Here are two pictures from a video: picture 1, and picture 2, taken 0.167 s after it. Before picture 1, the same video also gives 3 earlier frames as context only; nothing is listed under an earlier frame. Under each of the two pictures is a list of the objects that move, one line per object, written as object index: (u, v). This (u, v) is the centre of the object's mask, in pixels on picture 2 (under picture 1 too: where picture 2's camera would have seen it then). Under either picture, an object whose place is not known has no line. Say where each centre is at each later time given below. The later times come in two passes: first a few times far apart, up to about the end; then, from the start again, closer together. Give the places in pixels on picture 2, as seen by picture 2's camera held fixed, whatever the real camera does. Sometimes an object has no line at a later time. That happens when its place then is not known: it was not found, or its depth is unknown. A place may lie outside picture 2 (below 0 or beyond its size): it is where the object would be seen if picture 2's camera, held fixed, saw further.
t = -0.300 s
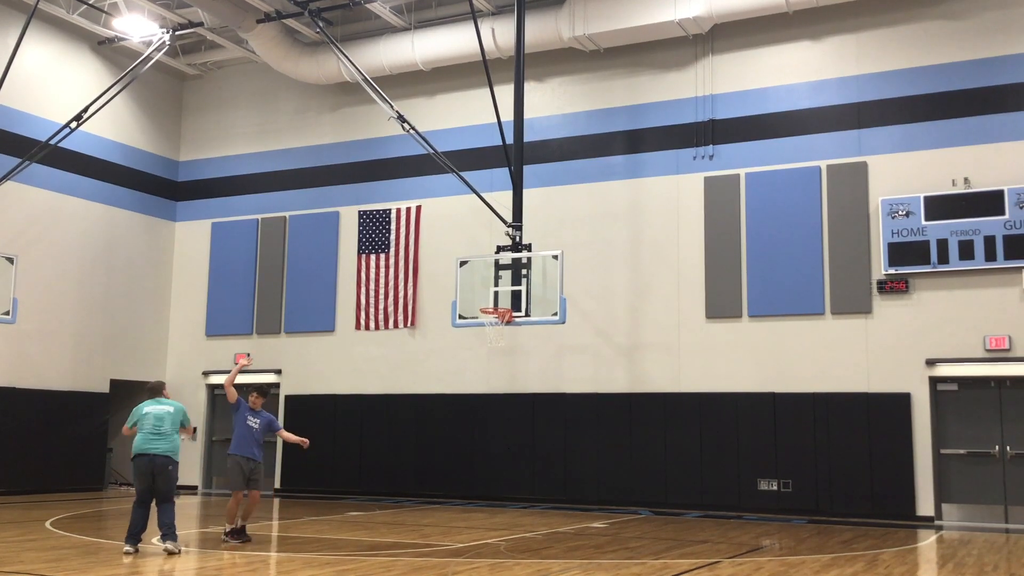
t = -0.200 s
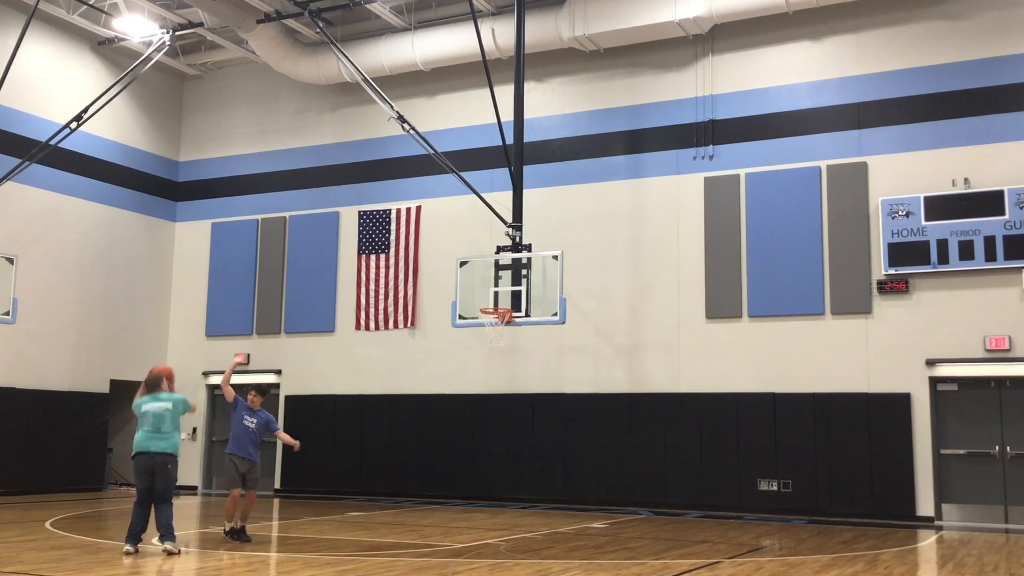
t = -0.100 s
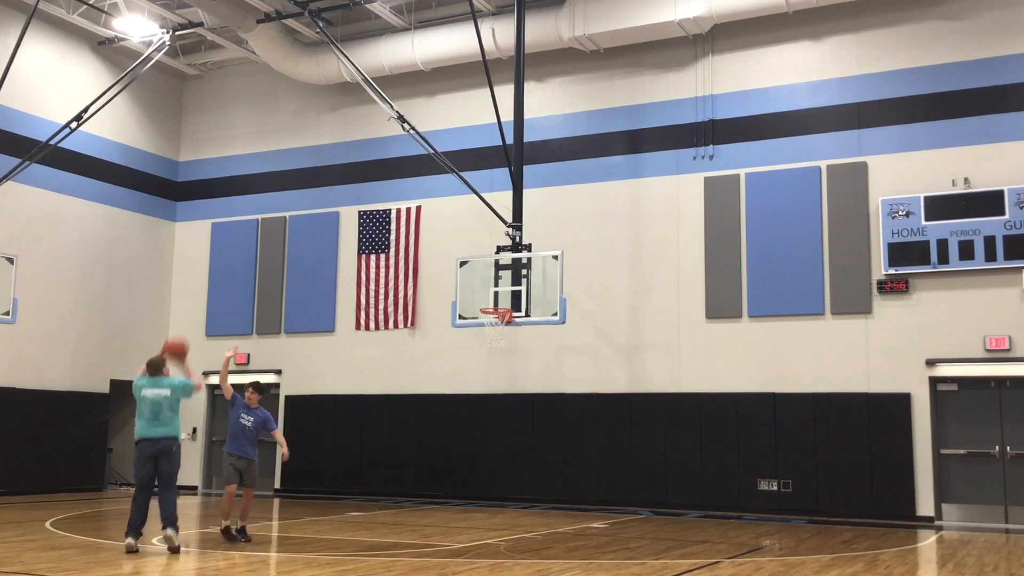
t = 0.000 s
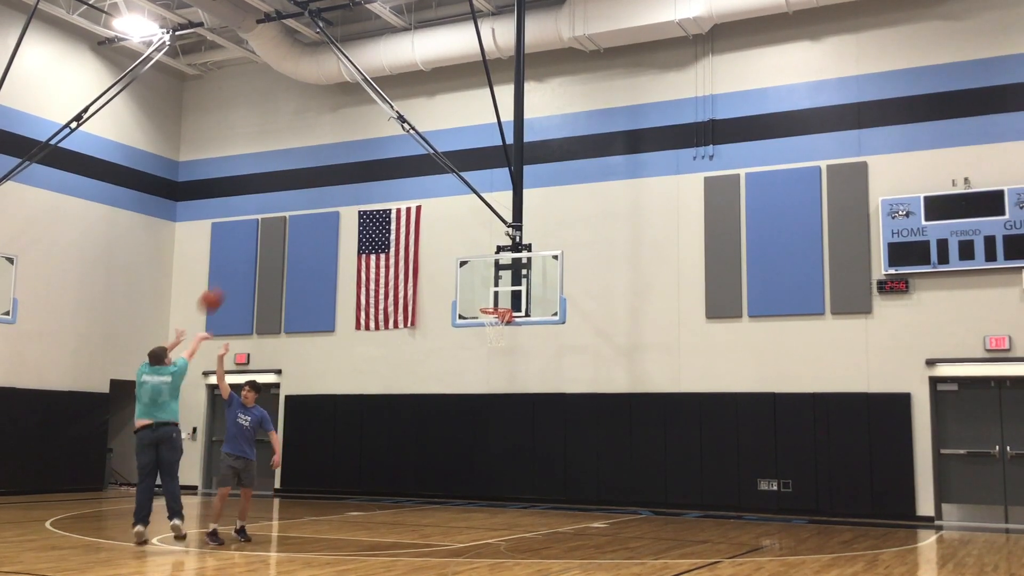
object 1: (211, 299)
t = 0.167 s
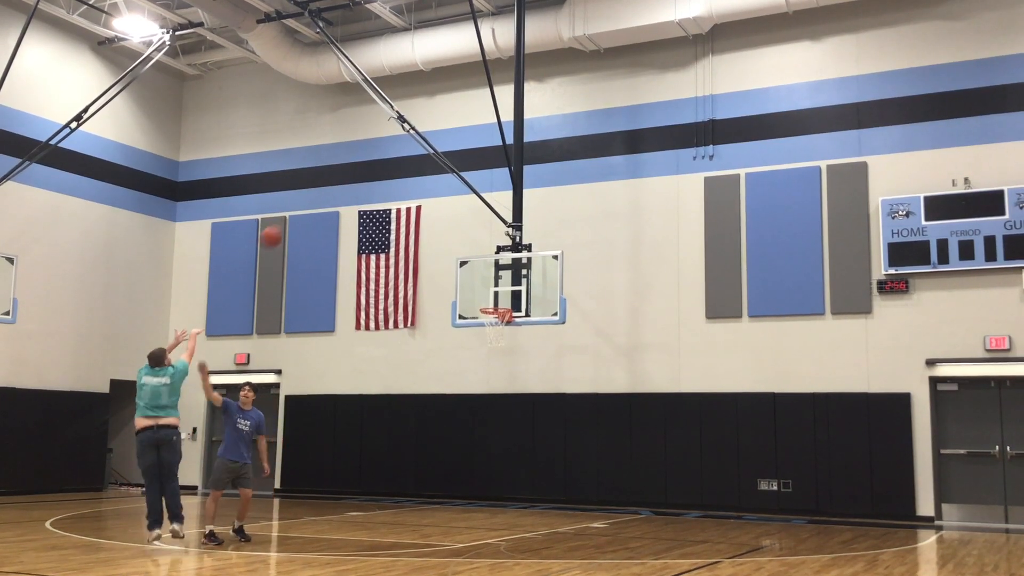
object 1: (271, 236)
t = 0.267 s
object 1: (303, 213)
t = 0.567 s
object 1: (383, 192)
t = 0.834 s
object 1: (441, 226)
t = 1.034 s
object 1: (479, 277)
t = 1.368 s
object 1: (500, 389)
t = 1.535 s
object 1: (500, 466)
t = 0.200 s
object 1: (283, 227)
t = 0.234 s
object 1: (293, 220)
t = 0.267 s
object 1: (303, 213)
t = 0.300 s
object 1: (313, 207)
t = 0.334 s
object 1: (323, 202)
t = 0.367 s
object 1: (332, 198)
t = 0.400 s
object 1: (341, 195)
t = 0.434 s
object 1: (350, 193)
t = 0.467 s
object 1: (359, 192)
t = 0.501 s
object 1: (367, 191)
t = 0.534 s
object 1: (375, 191)
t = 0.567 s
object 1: (383, 192)
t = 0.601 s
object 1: (391, 194)
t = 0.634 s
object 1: (399, 196)
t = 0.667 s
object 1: (406, 200)
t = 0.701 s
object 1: (414, 203)
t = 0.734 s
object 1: (421, 208)
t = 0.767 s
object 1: (428, 213)
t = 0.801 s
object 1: (434, 219)
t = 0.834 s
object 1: (441, 226)
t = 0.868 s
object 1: (448, 233)
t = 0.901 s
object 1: (454, 240)
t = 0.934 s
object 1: (460, 249)
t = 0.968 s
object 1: (467, 258)
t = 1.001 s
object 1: (473, 268)
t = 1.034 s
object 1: (479, 277)
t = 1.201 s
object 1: (500, 333)
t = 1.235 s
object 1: (500, 341)
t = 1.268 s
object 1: (500, 352)
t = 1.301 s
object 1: (500, 363)
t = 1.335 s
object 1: (500, 375)
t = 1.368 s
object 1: (500, 389)
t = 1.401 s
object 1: (500, 403)
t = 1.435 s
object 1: (500, 417)
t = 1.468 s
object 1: (500, 432)
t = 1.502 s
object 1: (500, 448)
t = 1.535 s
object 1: (500, 466)
